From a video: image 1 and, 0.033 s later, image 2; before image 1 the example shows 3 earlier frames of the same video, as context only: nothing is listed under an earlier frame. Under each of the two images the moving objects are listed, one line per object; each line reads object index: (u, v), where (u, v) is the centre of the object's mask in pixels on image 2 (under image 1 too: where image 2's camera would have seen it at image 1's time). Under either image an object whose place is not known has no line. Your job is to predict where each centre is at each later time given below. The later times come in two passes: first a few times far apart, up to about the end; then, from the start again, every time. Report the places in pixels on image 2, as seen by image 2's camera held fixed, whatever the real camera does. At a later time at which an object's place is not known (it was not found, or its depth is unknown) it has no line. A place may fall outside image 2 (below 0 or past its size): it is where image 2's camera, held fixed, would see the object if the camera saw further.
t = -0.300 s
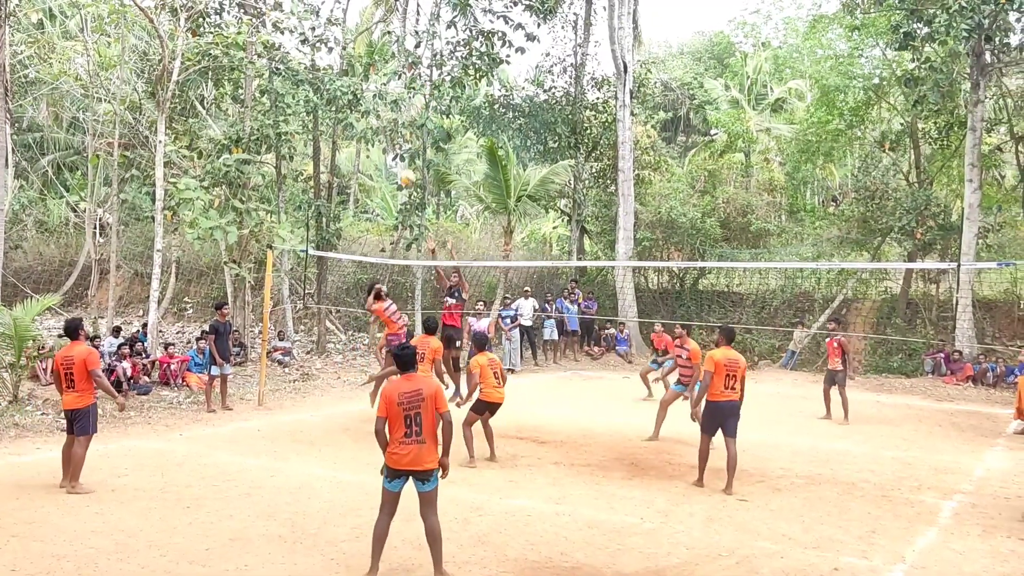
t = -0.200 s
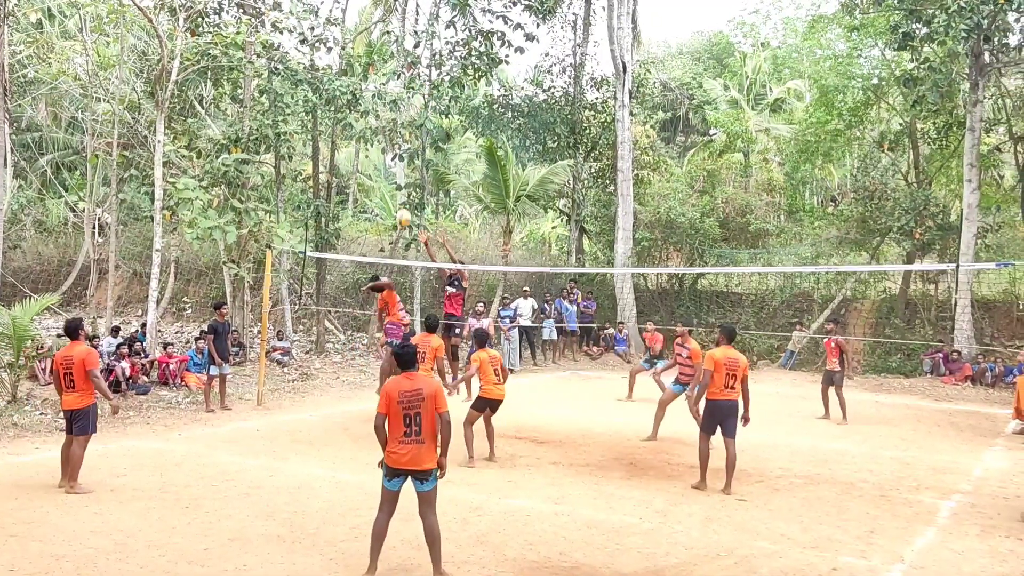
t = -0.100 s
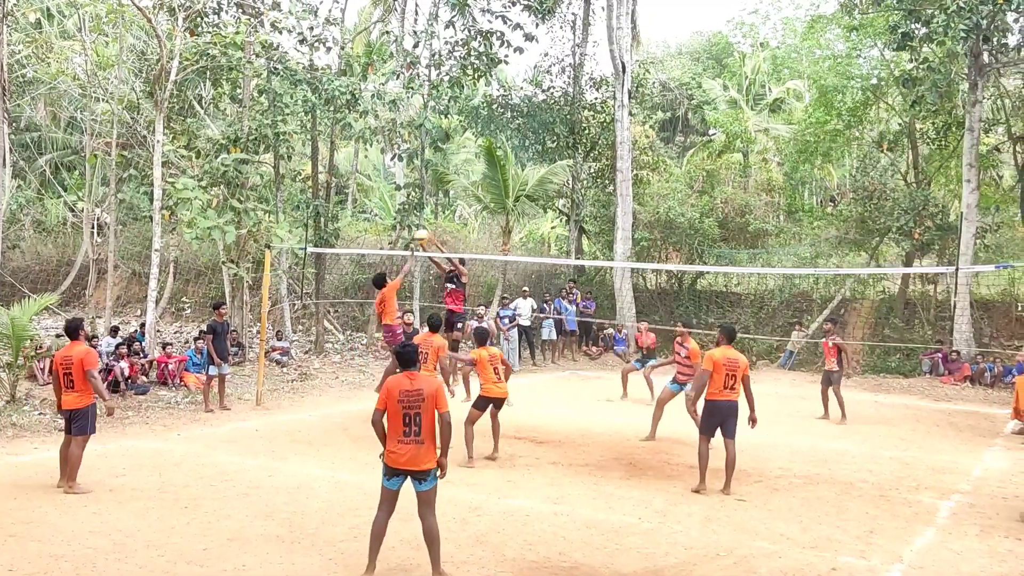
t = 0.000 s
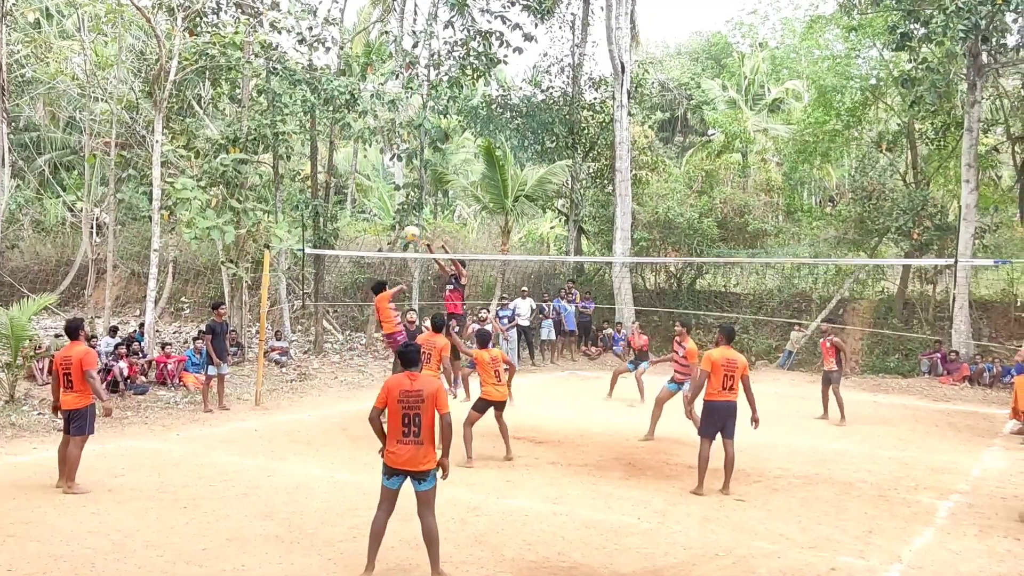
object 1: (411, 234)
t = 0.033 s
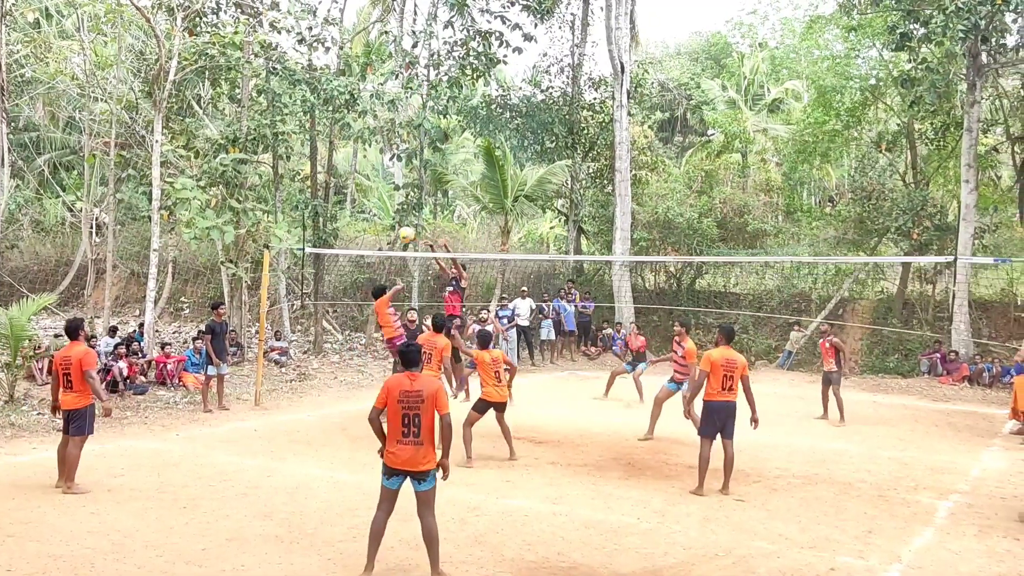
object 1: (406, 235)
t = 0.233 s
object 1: (373, 263)
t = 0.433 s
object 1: (334, 323)
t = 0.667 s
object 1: (281, 449)
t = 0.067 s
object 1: (401, 237)
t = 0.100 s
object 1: (395, 240)
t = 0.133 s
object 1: (390, 244)
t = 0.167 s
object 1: (384, 248)
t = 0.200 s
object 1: (378, 254)
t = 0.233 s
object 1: (373, 263)
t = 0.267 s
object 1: (366, 269)
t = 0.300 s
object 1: (360, 278)
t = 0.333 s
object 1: (353, 288)
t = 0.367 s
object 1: (347, 298)
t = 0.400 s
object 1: (341, 310)
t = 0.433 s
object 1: (334, 323)
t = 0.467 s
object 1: (327, 337)
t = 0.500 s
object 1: (320, 352)
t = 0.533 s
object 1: (312, 368)
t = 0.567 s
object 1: (305, 386)
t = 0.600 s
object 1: (297, 407)
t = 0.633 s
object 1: (288, 429)
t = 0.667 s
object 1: (281, 449)
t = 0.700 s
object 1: (274, 467)
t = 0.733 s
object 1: (274, 451)
